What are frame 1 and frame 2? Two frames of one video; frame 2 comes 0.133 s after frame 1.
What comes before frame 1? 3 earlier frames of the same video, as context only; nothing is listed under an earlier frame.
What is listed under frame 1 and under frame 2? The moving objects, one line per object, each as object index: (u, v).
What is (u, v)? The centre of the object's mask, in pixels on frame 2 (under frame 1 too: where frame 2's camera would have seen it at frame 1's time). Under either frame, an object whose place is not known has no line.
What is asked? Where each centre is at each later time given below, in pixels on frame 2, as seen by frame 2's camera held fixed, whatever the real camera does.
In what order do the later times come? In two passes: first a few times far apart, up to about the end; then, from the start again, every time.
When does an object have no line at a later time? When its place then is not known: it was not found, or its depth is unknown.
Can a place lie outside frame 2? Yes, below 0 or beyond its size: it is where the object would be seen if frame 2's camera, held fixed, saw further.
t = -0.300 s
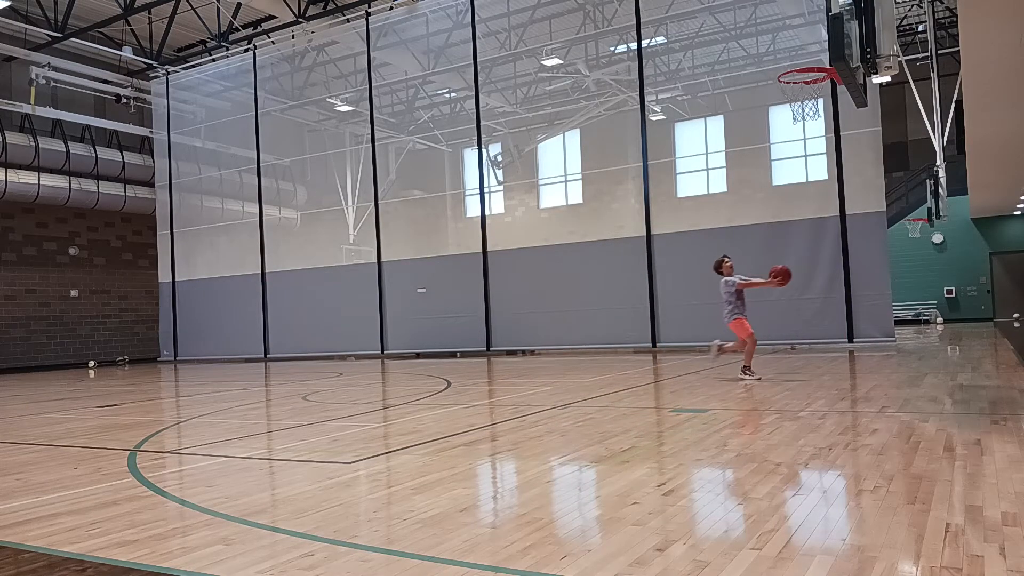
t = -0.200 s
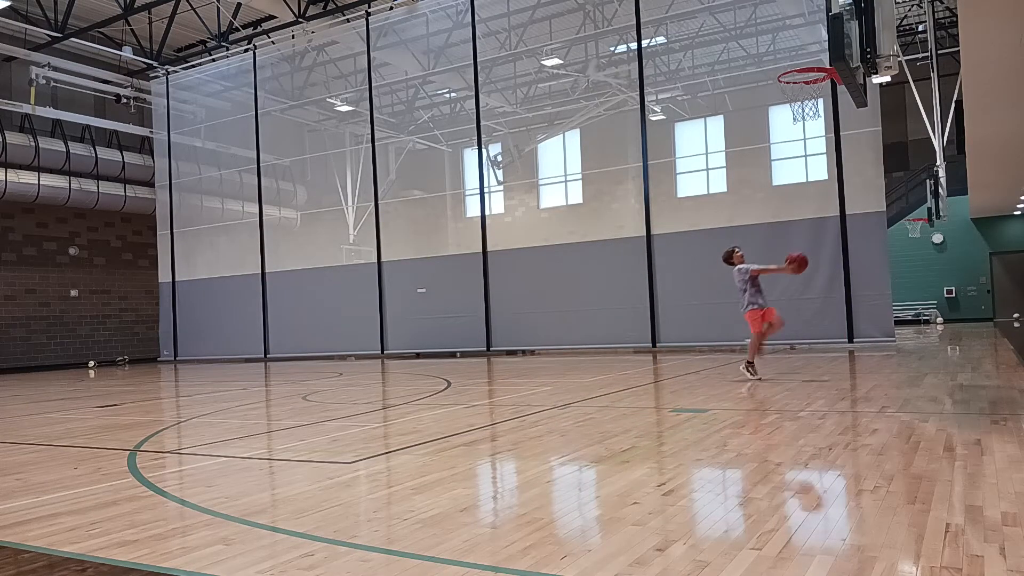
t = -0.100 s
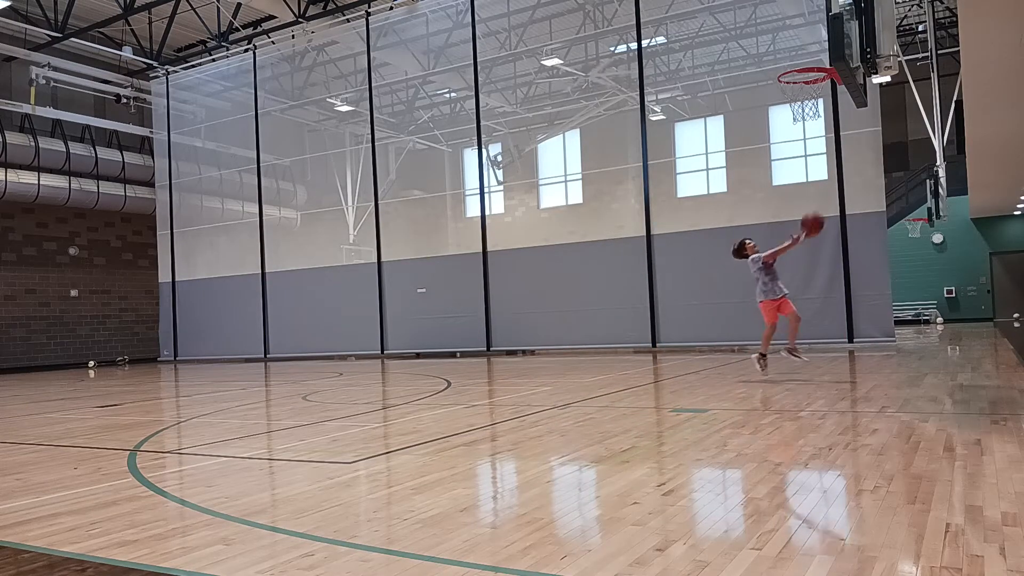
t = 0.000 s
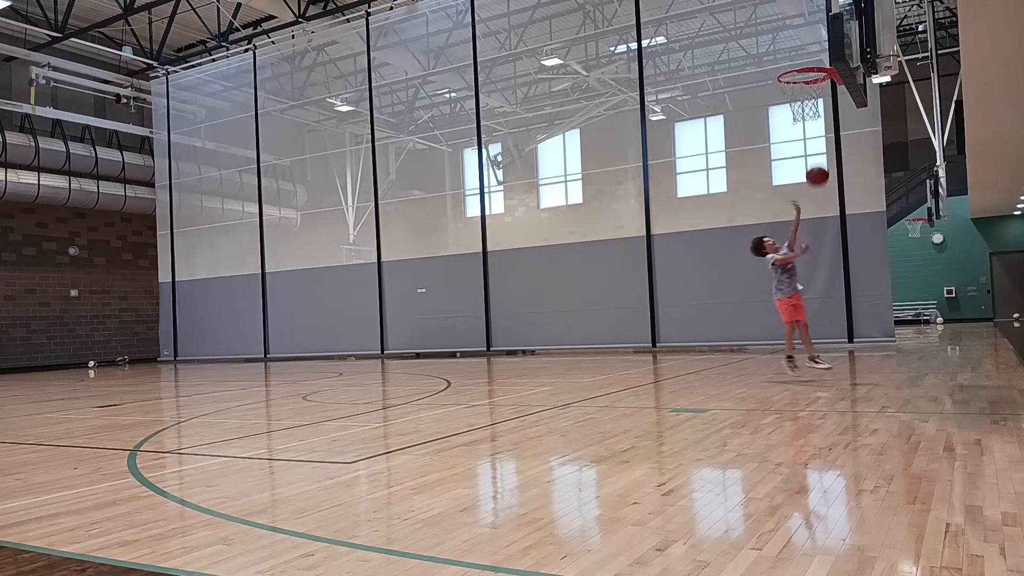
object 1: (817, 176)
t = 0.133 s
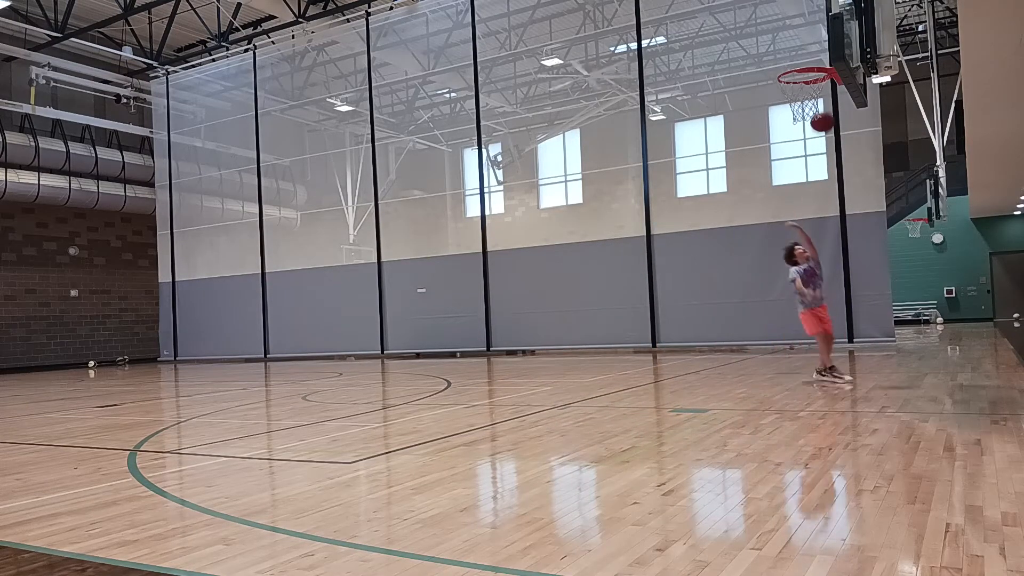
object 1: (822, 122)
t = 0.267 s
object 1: (829, 87)
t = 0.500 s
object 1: (826, 53)
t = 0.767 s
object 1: (813, 60)
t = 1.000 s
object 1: (800, 87)
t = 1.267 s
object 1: (796, 128)
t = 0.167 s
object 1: (824, 111)
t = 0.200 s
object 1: (826, 101)
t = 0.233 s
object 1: (827, 91)
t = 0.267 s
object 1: (829, 87)
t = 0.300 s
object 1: (828, 81)
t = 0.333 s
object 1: (826, 63)
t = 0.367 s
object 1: (826, 61)
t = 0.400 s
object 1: (827, 59)
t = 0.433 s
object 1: (828, 58)
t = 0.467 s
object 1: (828, 55)
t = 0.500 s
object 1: (826, 53)
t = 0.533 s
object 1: (825, 52)
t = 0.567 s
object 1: (824, 52)
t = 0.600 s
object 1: (822, 53)
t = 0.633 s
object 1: (821, 55)
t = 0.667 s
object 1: (819, 57)
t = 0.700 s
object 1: (818, 60)
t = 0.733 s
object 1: (815, 64)
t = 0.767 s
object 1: (813, 60)
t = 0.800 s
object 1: (811, 60)
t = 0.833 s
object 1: (809, 64)
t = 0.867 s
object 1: (806, 67)
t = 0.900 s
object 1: (805, 73)
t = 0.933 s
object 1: (803, 76)
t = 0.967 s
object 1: (801, 82)
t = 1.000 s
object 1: (800, 87)
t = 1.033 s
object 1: (798, 92)
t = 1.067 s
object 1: (797, 96)
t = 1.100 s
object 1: (797, 98)
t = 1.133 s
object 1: (796, 102)
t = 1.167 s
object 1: (796, 107)
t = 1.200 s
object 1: (796, 113)
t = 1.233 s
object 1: (796, 120)
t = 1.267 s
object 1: (796, 128)
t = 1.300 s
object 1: (796, 137)
